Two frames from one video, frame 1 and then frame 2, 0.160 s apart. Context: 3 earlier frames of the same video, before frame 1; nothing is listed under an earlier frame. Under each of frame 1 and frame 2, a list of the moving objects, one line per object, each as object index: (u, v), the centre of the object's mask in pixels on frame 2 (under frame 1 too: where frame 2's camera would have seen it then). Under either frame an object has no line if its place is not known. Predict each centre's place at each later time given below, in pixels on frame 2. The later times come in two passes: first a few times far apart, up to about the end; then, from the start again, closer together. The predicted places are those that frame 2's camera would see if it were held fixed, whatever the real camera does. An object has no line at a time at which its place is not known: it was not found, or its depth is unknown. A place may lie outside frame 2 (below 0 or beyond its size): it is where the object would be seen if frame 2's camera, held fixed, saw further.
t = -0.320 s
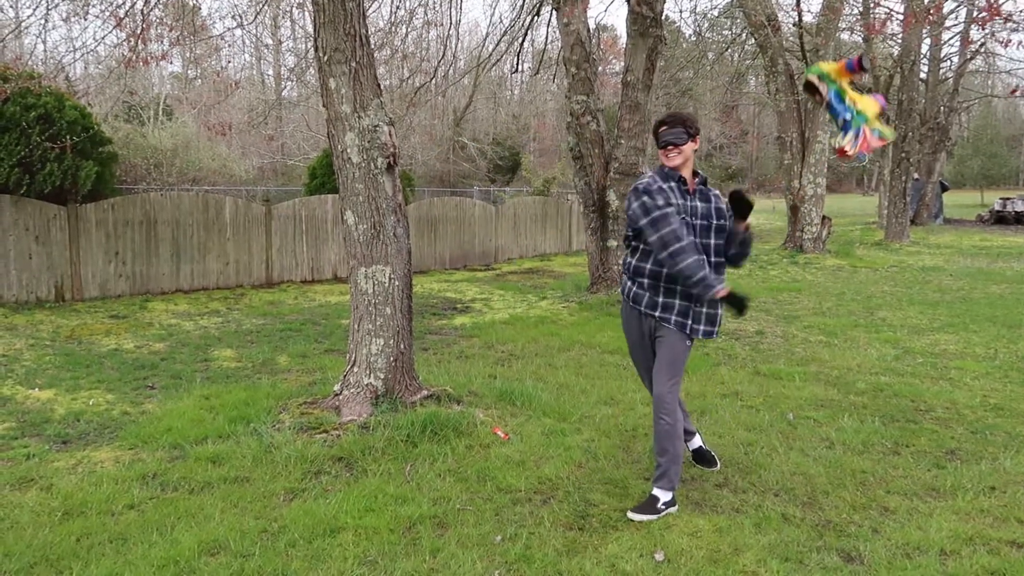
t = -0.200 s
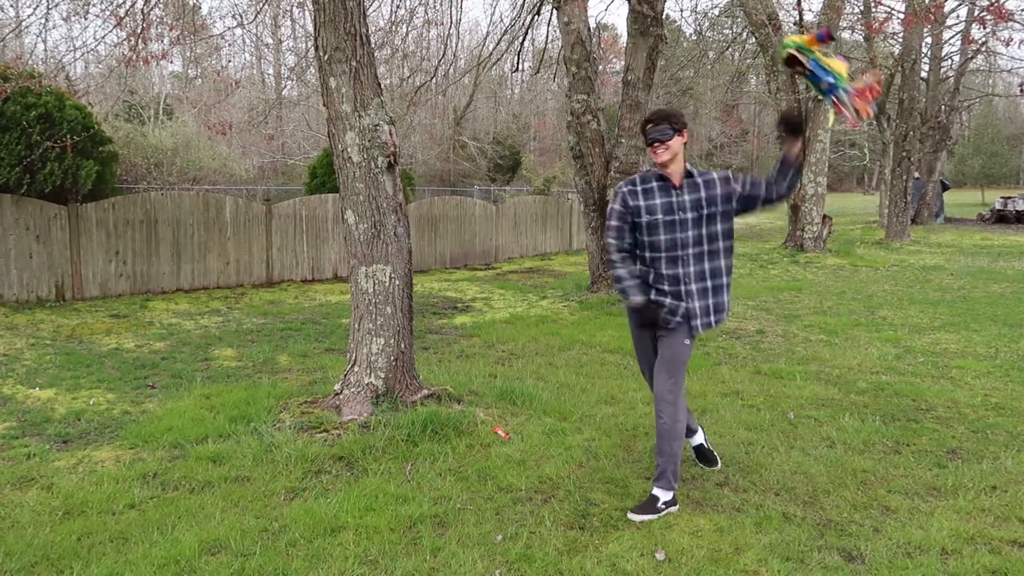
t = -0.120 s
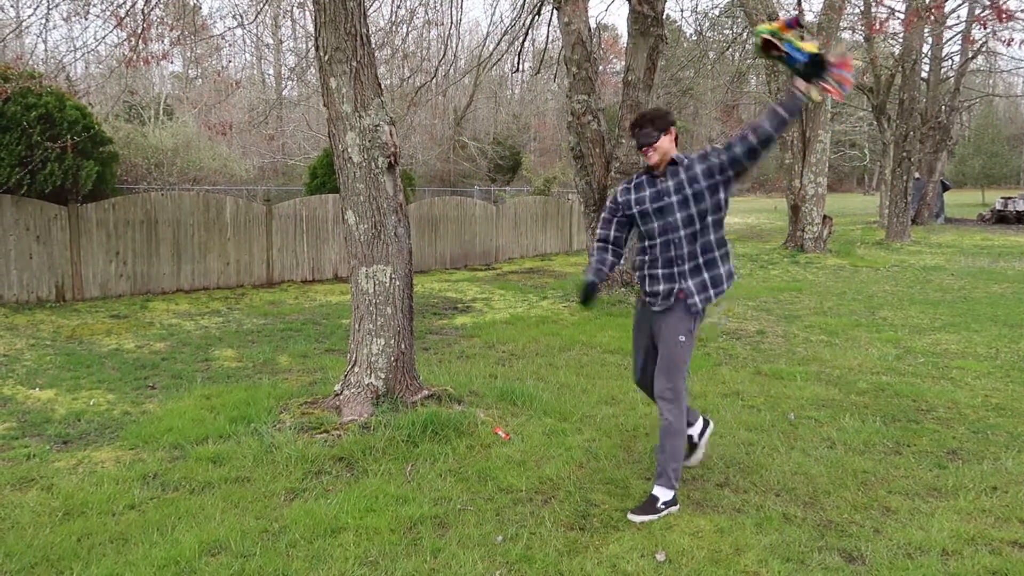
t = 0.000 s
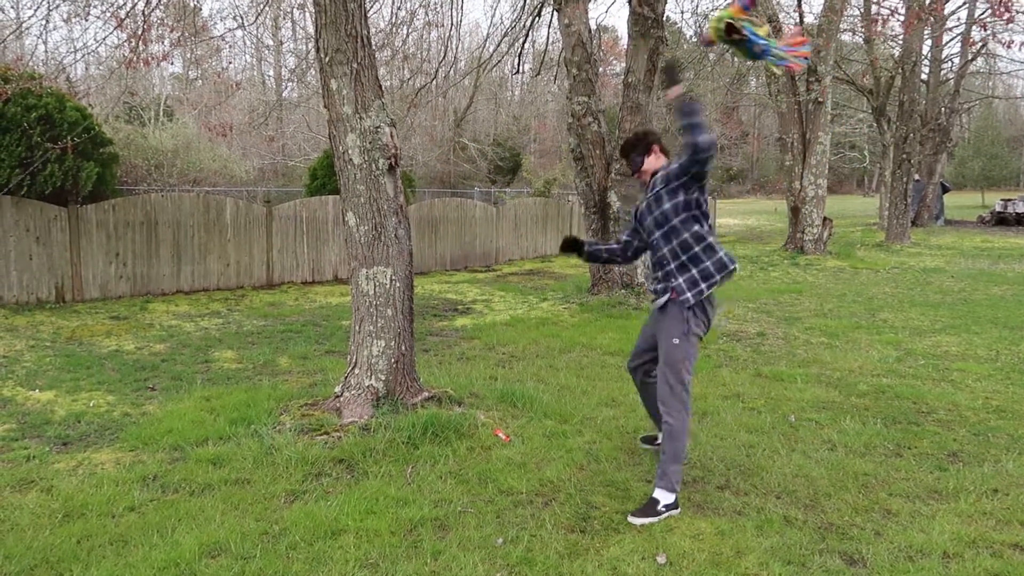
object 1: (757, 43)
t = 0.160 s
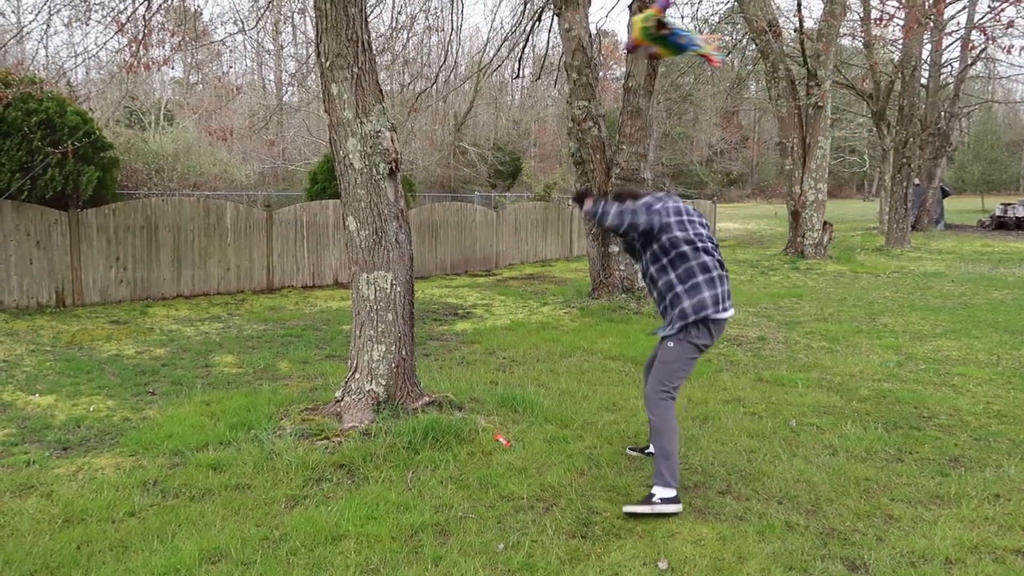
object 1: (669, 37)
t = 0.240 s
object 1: (629, 42)
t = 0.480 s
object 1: (502, 83)
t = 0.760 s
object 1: (369, 100)
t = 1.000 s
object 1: (342, 52)
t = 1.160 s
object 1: (379, 1)
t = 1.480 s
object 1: (611, 4)
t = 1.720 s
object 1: (733, 124)
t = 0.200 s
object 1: (649, 37)
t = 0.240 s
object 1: (629, 42)
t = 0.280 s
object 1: (609, 46)
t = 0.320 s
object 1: (587, 50)
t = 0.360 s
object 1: (567, 58)
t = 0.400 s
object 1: (547, 66)
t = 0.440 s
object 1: (526, 75)
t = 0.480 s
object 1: (502, 83)
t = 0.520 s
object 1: (479, 91)
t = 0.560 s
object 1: (459, 95)
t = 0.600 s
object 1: (437, 99)
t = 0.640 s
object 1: (417, 101)
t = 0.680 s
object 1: (400, 103)
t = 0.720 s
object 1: (383, 103)
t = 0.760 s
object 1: (369, 100)
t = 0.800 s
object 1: (358, 96)
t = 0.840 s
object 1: (351, 89)
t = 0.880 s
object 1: (344, 84)
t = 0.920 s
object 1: (340, 75)
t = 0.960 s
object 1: (339, 65)
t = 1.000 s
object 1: (342, 52)
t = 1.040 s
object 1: (346, 40)
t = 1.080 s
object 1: (356, 28)
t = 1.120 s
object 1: (366, 15)
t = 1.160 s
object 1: (379, 1)
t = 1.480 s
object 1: (611, 4)
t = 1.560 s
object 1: (665, 32)
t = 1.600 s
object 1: (687, 57)
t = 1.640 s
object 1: (707, 80)
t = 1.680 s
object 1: (722, 102)
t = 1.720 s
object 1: (733, 124)
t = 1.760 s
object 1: (742, 141)
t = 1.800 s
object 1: (748, 157)
